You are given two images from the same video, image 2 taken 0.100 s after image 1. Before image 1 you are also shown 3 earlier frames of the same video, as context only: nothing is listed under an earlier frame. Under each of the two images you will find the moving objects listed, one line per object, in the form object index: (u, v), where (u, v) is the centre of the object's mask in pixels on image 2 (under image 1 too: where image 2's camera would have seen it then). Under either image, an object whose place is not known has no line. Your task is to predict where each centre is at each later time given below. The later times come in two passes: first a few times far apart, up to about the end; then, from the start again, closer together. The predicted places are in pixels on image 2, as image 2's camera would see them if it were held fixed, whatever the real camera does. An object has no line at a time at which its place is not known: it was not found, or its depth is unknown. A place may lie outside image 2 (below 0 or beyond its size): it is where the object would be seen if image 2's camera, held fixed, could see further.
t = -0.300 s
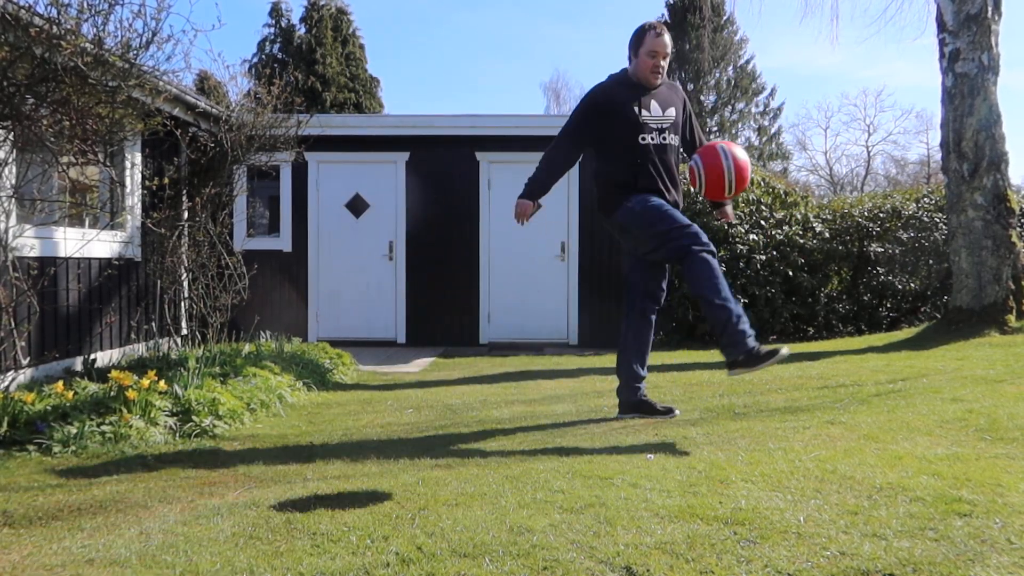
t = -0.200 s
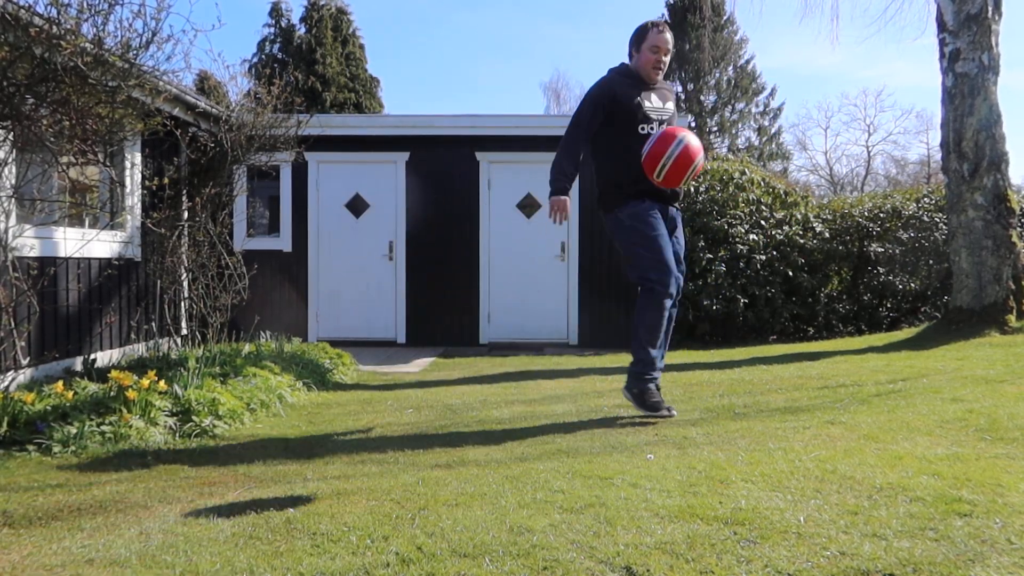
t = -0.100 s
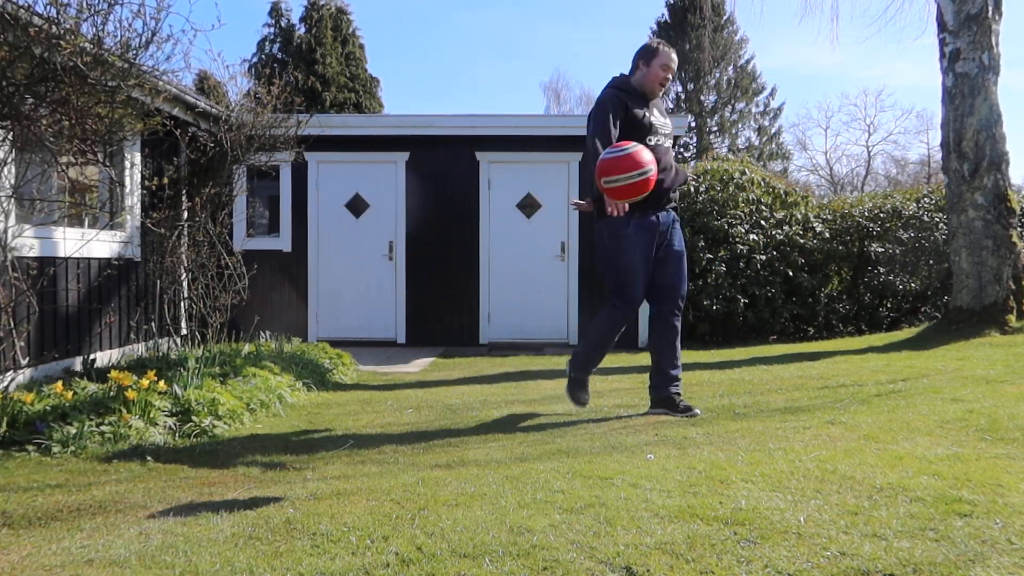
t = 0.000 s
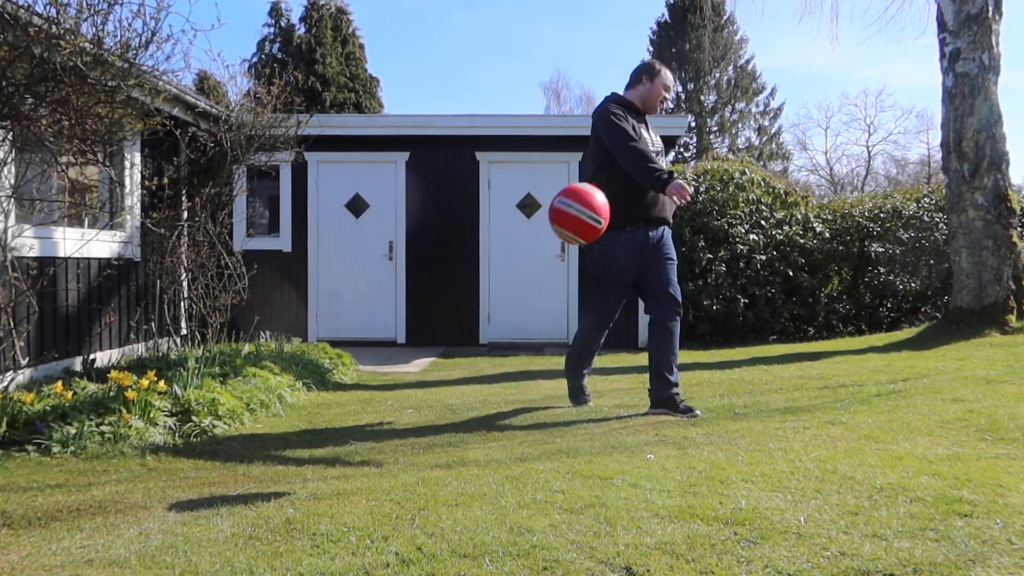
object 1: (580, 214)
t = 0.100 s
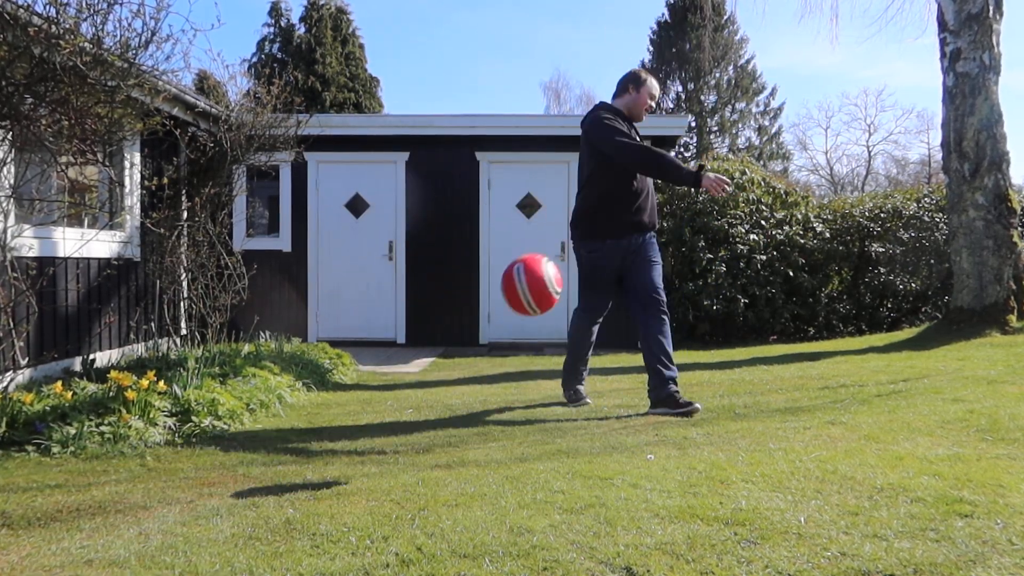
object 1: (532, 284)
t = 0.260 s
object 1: (457, 439)
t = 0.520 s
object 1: (331, 338)
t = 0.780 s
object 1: (212, 413)
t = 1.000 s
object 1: (127, 394)
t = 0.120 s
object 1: (523, 302)
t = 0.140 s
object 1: (513, 321)
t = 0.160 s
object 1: (504, 340)
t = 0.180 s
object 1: (495, 360)
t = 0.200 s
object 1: (485, 383)
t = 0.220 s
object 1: (477, 406)
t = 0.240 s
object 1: (468, 430)
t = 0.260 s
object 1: (457, 439)
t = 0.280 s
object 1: (447, 424)
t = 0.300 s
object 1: (437, 411)
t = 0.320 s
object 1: (427, 400)
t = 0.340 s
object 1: (418, 389)
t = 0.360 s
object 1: (407, 378)
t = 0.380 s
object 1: (398, 369)
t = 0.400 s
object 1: (388, 362)
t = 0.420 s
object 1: (378, 355)
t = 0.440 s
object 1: (369, 349)
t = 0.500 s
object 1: (341, 339)
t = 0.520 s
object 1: (331, 338)
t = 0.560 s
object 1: (312, 337)
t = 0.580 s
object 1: (303, 339)
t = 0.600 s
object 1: (294, 341)
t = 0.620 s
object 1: (284, 345)
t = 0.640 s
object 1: (275, 350)
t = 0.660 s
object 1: (265, 356)
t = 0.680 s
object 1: (256, 363)
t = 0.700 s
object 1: (248, 372)
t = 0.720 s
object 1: (239, 380)
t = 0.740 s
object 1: (230, 390)
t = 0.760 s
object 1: (221, 401)
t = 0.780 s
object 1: (212, 413)
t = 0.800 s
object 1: (203, 426)
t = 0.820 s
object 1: (195, 437)
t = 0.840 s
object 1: (187, 430)
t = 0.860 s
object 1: (180, 422)
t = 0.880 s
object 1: (172, 416)
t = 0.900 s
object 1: (165, 409)
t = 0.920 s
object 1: (157, 405)
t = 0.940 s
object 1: (150, 400)
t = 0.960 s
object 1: (142, 397)
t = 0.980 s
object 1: (135, 395)
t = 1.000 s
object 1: (127, 394)
